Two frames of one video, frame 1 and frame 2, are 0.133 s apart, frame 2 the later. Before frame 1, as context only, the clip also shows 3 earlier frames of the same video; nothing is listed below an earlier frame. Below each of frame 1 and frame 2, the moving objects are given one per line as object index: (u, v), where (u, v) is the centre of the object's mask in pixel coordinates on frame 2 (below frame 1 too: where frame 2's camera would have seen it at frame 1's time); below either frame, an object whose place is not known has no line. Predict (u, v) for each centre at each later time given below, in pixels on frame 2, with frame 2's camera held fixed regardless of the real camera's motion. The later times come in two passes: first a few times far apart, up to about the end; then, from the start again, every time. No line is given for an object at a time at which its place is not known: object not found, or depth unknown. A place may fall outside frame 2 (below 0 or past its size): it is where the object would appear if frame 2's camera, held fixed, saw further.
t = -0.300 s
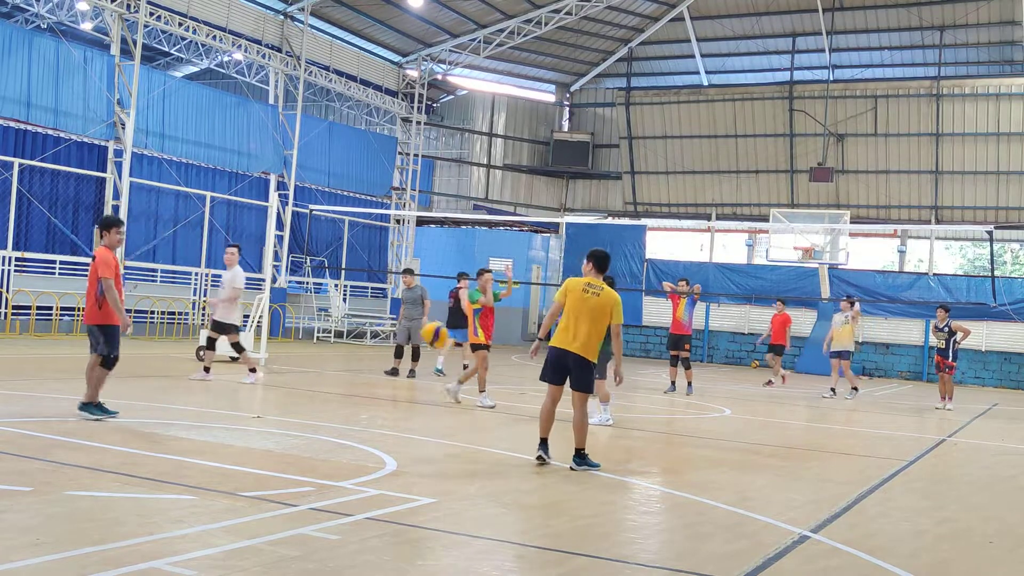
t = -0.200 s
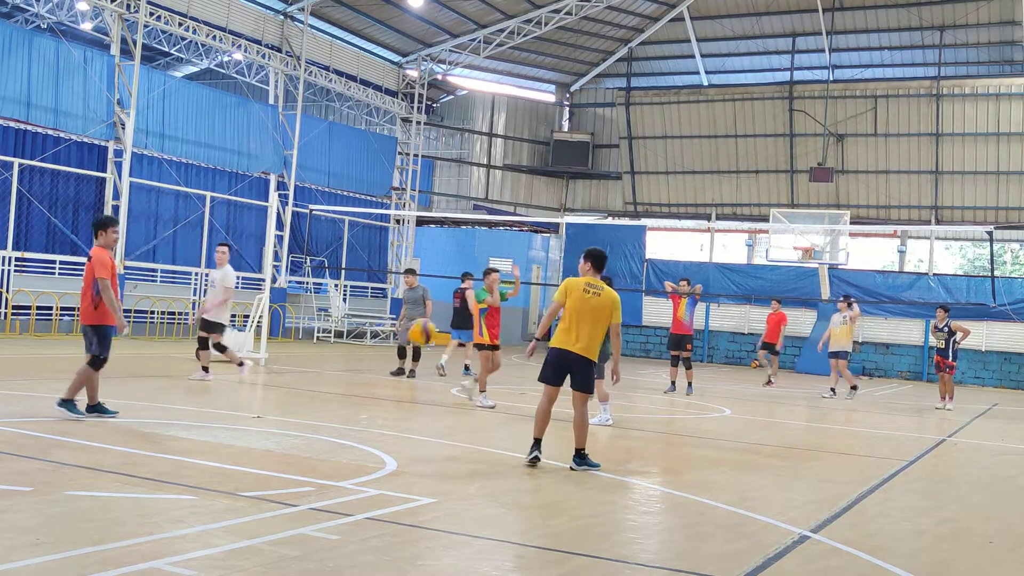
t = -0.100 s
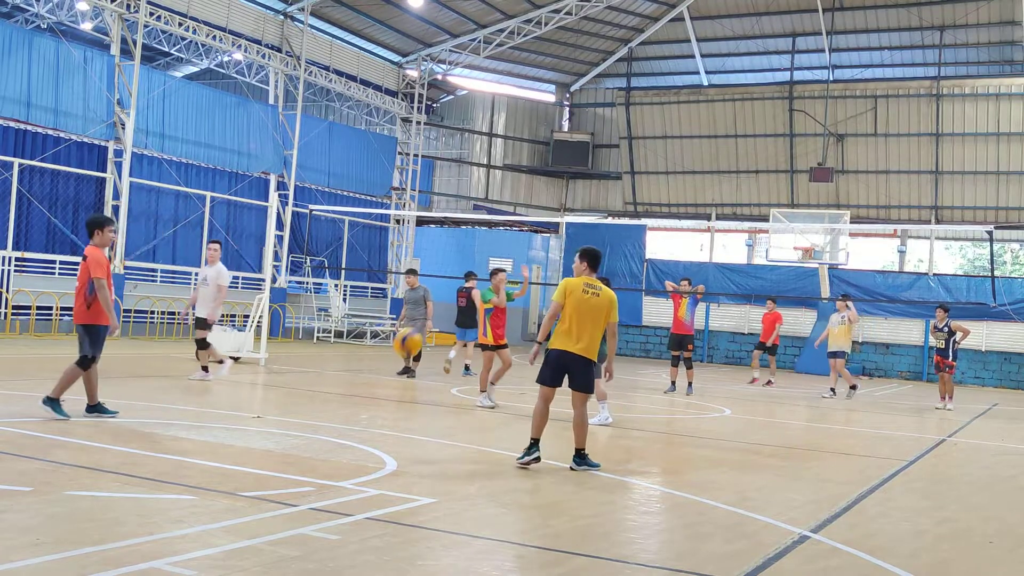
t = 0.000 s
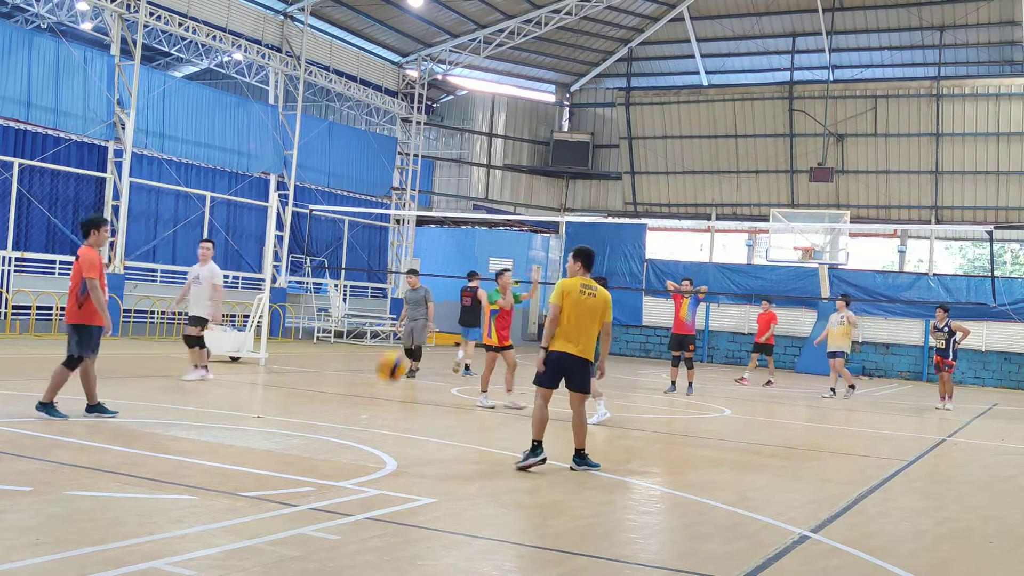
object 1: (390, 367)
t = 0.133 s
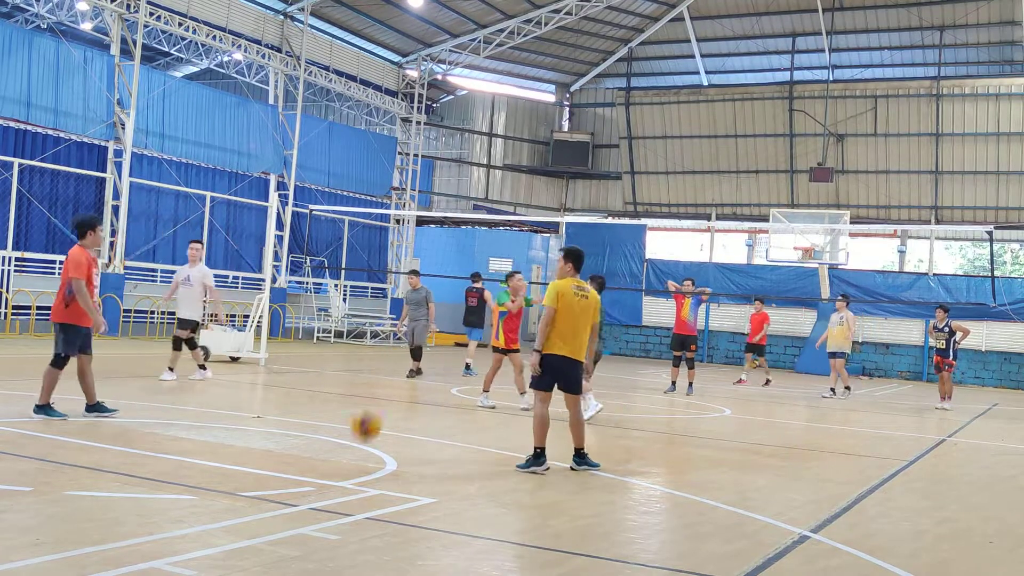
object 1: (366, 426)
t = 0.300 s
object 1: (338, 418)
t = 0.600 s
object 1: (282, 379)
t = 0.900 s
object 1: (202, 495)
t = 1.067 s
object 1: (162, 437)
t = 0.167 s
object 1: (359, 444)
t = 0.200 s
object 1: (352, 457)
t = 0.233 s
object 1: (349, 443)
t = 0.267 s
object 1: (343, 430)
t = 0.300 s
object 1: (338, 418)
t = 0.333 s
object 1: (334, 408)
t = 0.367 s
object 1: (328, 399)
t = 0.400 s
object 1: (322, 392)
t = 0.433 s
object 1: (316, 385)
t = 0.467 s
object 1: (310, 380)
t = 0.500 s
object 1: (304, 376)
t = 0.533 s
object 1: (297, 376)
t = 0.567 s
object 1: (290, 377)
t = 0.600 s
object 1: (282, 379)
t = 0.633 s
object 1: (275, 384)
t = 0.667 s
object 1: (267, 391)
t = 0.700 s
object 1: (259, 398)
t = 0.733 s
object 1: (250, 409)
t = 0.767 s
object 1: (241, 421)
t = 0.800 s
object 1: (232, 436)
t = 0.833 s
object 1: (223, 454)
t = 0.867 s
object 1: (212, 474)
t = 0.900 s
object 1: (202, 495)
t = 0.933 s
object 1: (194, 482)
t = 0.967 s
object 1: (186, 468)
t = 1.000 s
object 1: (179, 455)
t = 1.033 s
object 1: (171, 445)
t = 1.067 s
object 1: (162, 437)
